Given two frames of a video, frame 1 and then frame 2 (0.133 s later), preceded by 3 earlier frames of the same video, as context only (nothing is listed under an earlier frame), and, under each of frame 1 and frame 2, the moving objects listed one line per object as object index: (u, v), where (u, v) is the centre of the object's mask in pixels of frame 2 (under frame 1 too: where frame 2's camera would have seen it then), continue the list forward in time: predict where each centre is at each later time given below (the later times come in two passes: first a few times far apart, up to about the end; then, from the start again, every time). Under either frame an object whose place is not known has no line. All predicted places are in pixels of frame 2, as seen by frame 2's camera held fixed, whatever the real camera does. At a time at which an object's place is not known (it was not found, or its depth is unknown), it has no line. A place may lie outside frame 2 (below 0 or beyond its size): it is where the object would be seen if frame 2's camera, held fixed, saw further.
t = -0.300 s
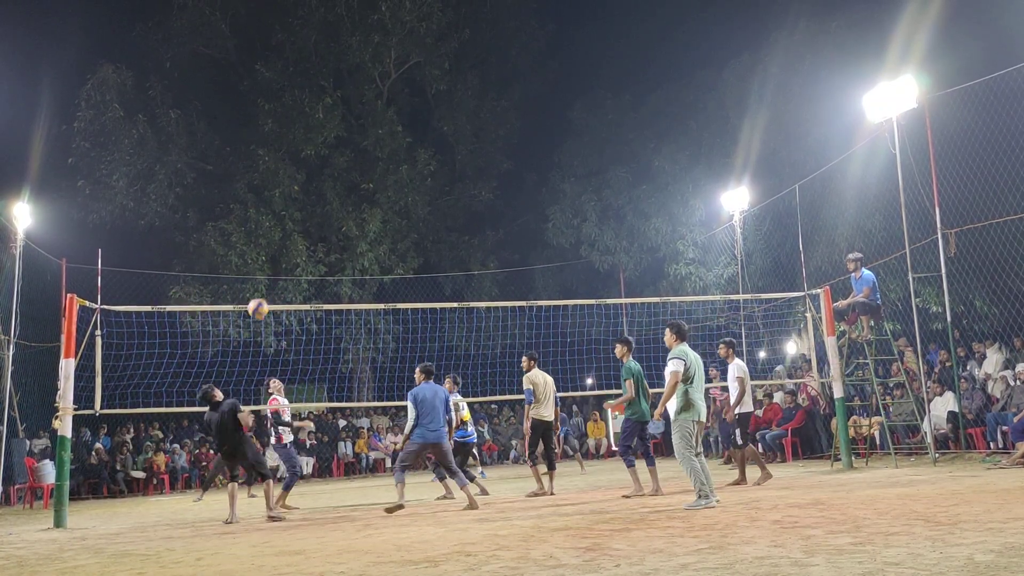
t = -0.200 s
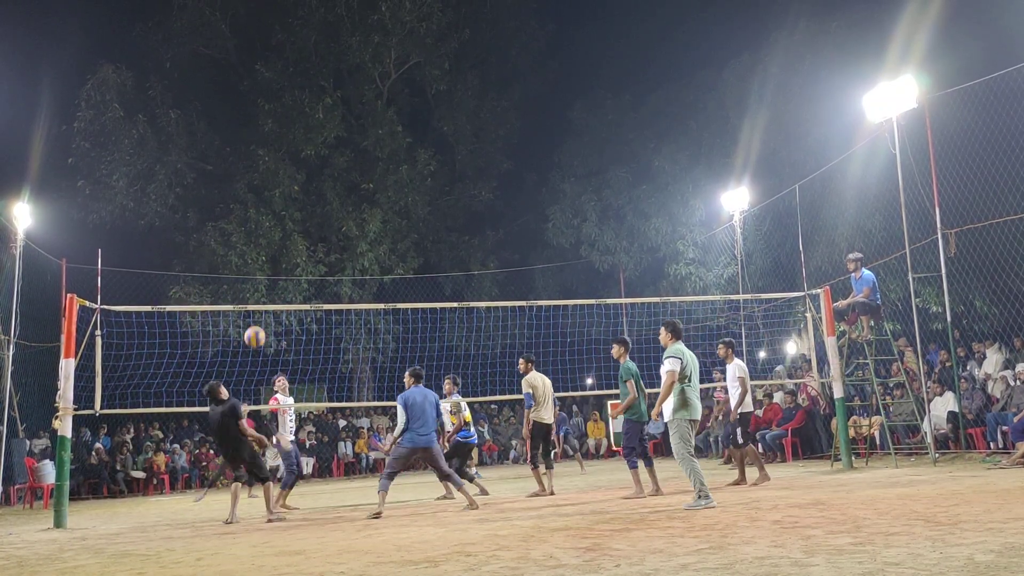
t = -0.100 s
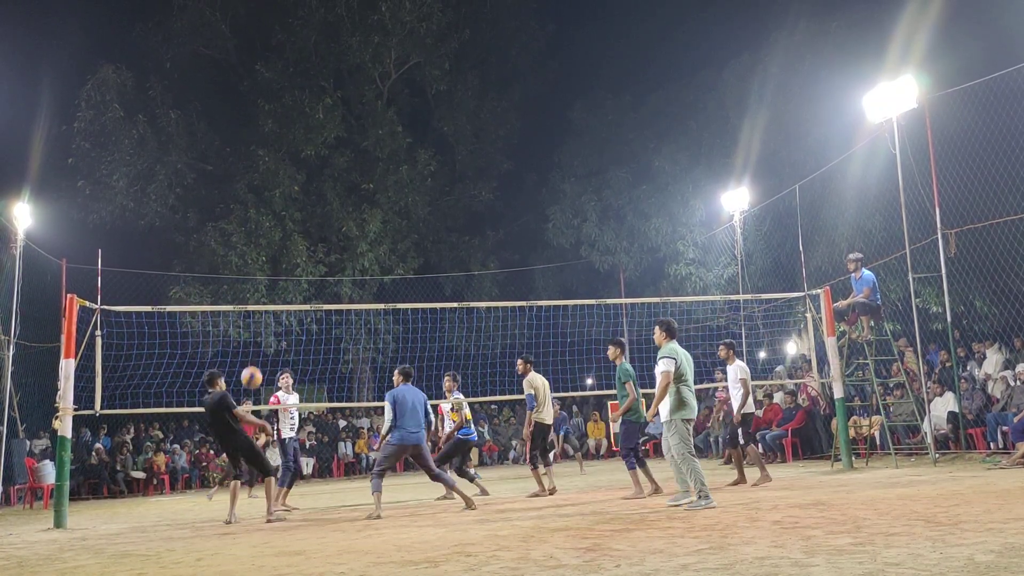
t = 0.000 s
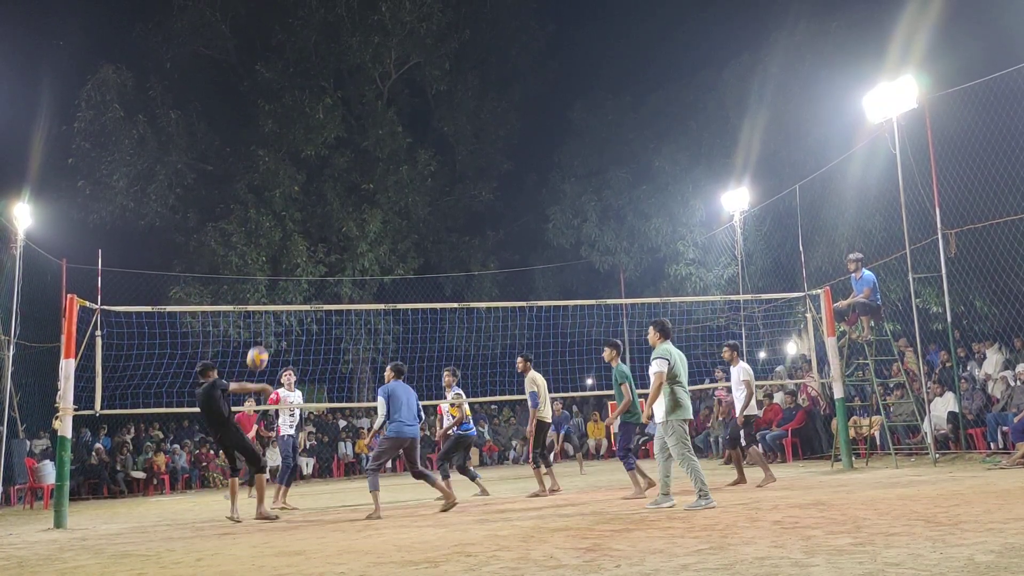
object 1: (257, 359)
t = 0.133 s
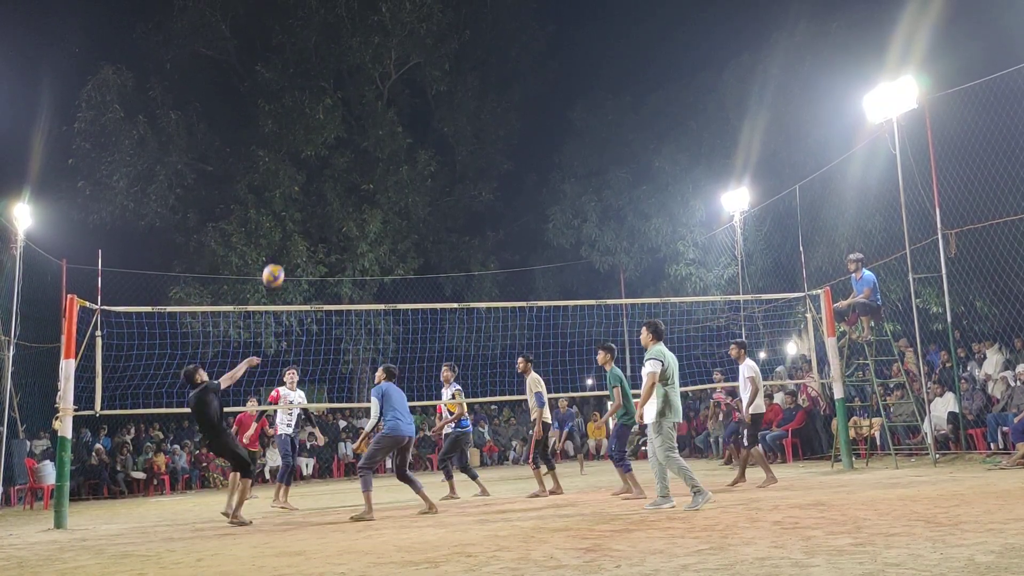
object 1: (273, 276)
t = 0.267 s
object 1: (290, 208)
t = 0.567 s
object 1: (333, 112)
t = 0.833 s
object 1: (377, 96)
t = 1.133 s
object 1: (435, 171)
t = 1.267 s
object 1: (465, 242)
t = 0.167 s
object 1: (277, 258)
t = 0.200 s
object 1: (282, 241)
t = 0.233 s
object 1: (286, 224)
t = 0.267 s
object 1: (290, 208)
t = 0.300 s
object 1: (295, 194)
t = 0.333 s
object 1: (299, 180)
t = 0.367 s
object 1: (304, 168)
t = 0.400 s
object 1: (308, 156)
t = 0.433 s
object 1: (313, 145)
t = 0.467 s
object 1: (318, 135)
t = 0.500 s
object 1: (323, 127)
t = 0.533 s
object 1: (328, 119)
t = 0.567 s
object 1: (333, 112)
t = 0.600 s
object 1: (338, 106)
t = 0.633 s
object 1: (344, 102)
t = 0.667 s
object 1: (349, 99)
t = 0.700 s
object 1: (354, 96)
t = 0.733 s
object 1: (360, 94)
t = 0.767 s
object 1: (366, 94)
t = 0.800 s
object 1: (371, 95)
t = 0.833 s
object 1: (377, 96)
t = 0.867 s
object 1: (383, 99)
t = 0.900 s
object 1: (389, 103)
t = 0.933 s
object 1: (396, 109)
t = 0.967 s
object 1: (402, 117)
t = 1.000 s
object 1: (408, 124)
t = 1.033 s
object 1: (415, 133)
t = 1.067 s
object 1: (422, 144)
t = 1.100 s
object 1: (429, 157)
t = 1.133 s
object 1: (435, 171)
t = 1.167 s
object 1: (443, 186)
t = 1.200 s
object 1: (450, 202)
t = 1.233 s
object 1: (458, 221)
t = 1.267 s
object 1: (465, 242)
